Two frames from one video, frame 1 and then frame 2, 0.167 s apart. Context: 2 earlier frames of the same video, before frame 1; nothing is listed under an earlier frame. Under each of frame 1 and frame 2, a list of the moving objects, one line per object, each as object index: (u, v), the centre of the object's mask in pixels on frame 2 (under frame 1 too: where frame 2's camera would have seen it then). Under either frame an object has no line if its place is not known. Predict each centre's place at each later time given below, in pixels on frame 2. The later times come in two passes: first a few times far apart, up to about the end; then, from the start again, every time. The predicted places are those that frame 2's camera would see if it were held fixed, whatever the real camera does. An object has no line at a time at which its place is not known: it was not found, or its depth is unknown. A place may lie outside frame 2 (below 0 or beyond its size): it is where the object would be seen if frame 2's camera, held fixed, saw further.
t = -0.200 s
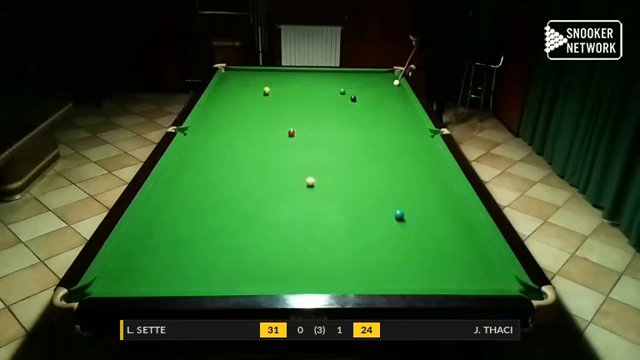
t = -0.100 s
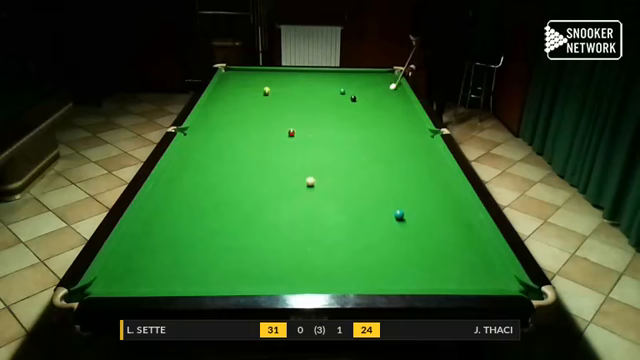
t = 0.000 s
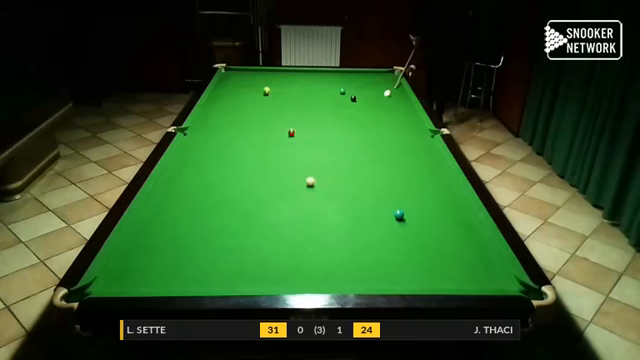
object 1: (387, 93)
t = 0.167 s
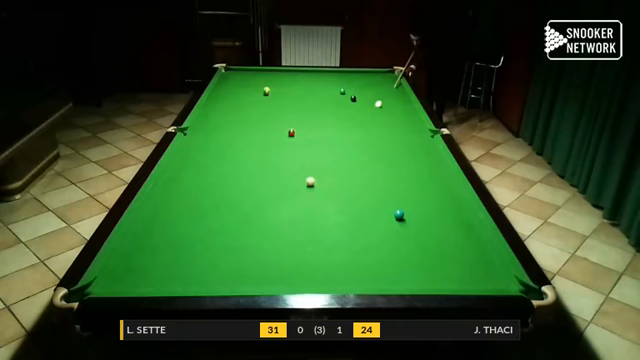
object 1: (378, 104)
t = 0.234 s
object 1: (375, 108)
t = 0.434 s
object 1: (366, 120)
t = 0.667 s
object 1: (353, 136)
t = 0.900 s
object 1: (338, 156)
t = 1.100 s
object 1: (324, 174)
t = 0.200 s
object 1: (377, 106)
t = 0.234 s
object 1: (375, 108)
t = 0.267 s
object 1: (374, 109)
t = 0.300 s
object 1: (372, 112)
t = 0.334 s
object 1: (370, 114)
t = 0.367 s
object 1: (369, 116)
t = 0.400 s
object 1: (367, 118)
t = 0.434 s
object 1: (366, 120)
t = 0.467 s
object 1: (364, 122)
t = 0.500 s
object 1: (362, 125)
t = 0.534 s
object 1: (360, 127)
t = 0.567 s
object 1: (359, 129)
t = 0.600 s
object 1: (357, 131)
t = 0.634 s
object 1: (355, 134)
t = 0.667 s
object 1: (353, 136)
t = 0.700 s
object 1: (351, 139)
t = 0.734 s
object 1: (349, 142)
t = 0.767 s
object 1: (347, 144)
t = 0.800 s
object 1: (345, 147)
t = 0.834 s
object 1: (343, 150)
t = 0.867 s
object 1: (341, 152)
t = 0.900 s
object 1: (338, 156)
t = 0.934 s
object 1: (336, 159)
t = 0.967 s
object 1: (334, 161)
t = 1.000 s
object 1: (331, 165)
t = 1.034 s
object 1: (329, 168)
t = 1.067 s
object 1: (326, 171)
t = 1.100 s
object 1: (324, 174)
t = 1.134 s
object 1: (321, 178)
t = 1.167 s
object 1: (319, 182)
